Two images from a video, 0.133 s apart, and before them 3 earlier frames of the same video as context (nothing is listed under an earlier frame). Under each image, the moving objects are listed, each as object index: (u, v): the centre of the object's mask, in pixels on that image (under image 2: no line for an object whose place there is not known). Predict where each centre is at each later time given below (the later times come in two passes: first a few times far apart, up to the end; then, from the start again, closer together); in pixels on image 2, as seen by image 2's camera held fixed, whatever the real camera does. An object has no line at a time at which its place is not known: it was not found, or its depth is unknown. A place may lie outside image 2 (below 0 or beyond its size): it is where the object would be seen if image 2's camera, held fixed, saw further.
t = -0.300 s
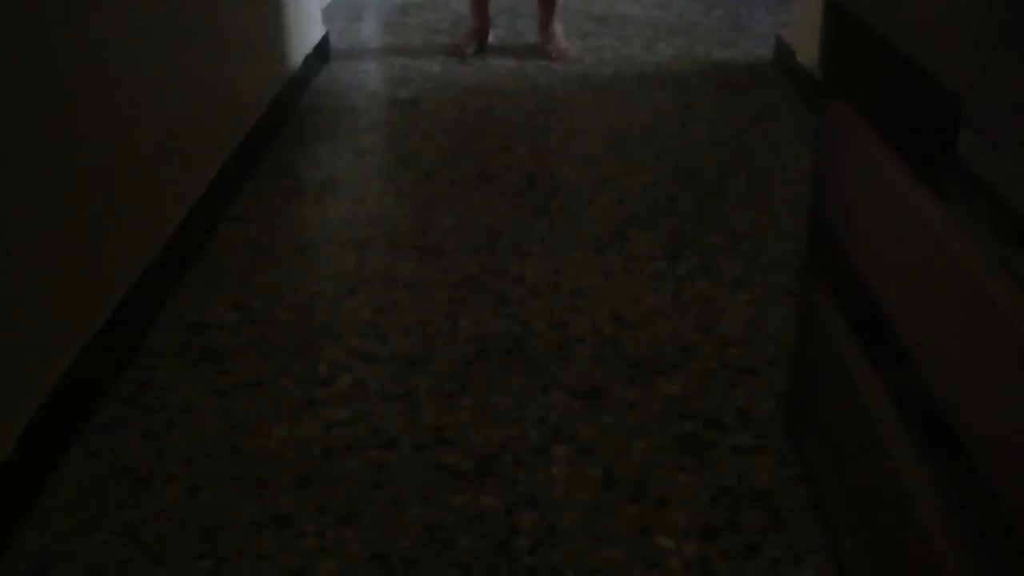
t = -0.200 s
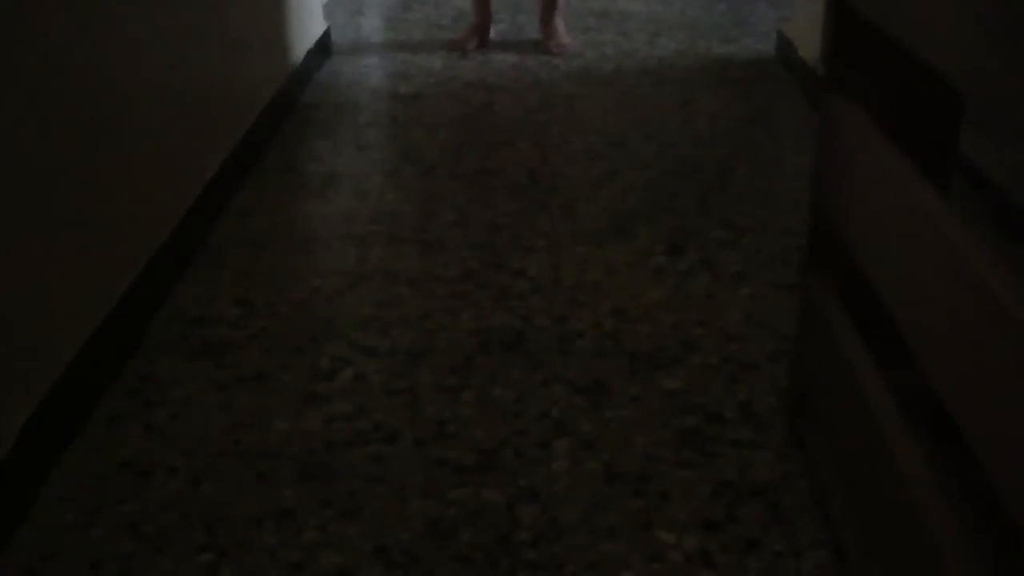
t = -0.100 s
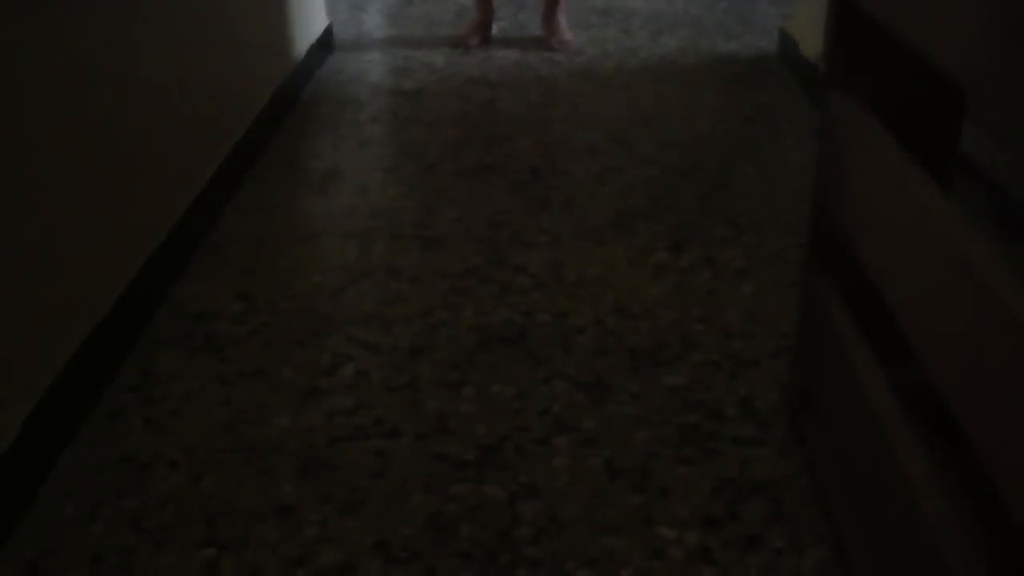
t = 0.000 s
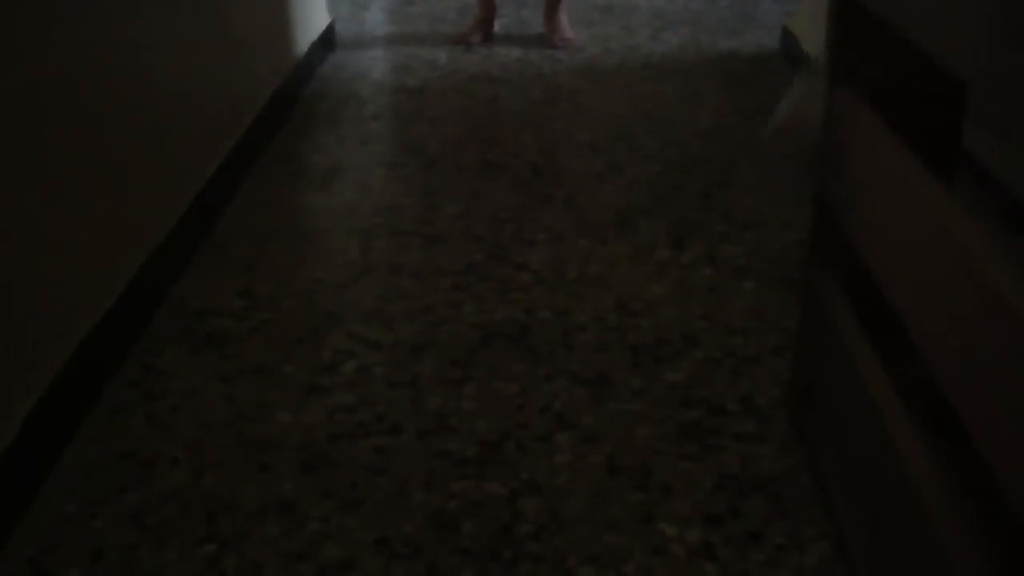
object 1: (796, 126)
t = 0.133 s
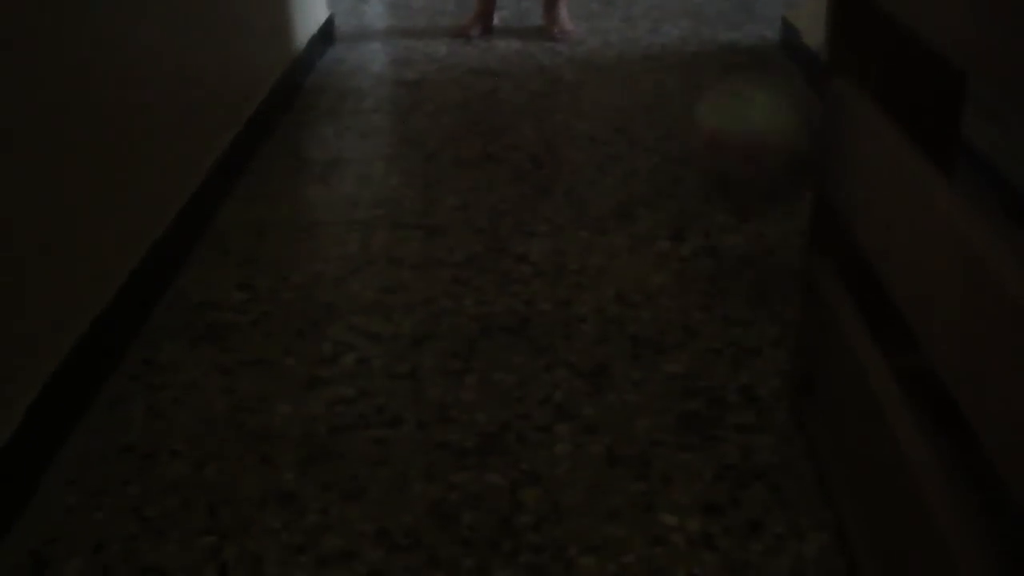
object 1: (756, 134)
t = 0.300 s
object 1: (695, 99)
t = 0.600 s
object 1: (543, 234)
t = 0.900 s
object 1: (365, 377)
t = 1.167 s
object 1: (195, 488)
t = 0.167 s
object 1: (745, 112)
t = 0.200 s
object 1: (735, 98)
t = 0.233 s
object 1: (720, 91)
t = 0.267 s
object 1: (706, 90)
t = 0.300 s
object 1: (695, 99)
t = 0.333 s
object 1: (680, 114)
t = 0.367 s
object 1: (659, 147)
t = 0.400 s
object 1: (637, 193)
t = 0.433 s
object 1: (613, 263)
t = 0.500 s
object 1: (585, 277)
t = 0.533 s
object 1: (572, 249)
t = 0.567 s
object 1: (555, 238)
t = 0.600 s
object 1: (543, 234)
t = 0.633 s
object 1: (519, 247)
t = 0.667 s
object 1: (503, 264)
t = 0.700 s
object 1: (489, 297)
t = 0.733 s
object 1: (466, 354)
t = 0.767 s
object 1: (449, 365)
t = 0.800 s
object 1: (427, 351)
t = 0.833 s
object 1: (412, 340)
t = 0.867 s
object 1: (385, 356)
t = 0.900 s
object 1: (365, 377)
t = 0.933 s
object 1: (349, 403)
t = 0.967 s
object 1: (326, 427)
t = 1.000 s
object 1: (301, 433)
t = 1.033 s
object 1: (282, 437)
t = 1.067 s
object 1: (257, 447)
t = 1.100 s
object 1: (238, 470)
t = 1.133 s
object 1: (216, 488)
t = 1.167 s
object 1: (195, 488)
